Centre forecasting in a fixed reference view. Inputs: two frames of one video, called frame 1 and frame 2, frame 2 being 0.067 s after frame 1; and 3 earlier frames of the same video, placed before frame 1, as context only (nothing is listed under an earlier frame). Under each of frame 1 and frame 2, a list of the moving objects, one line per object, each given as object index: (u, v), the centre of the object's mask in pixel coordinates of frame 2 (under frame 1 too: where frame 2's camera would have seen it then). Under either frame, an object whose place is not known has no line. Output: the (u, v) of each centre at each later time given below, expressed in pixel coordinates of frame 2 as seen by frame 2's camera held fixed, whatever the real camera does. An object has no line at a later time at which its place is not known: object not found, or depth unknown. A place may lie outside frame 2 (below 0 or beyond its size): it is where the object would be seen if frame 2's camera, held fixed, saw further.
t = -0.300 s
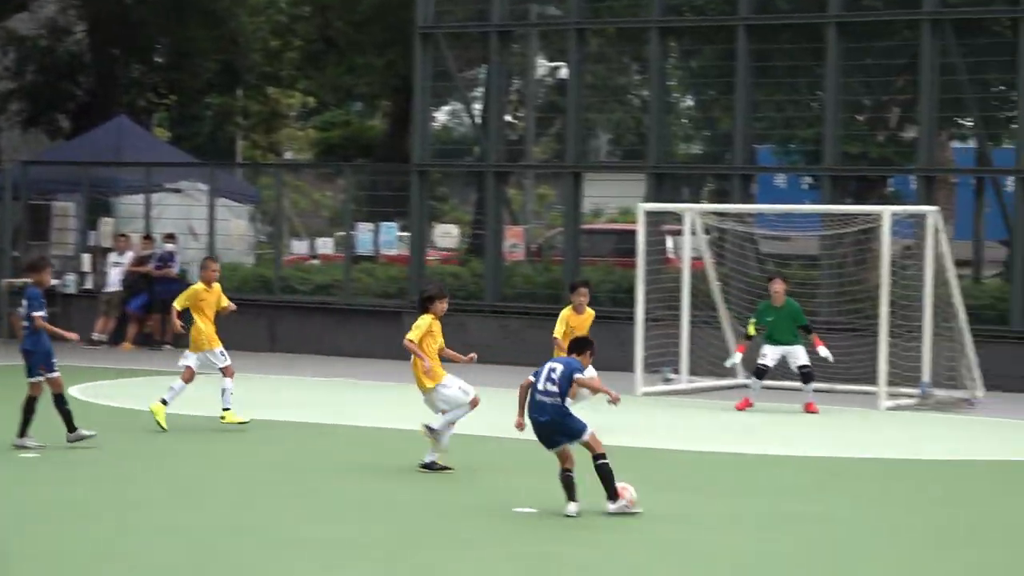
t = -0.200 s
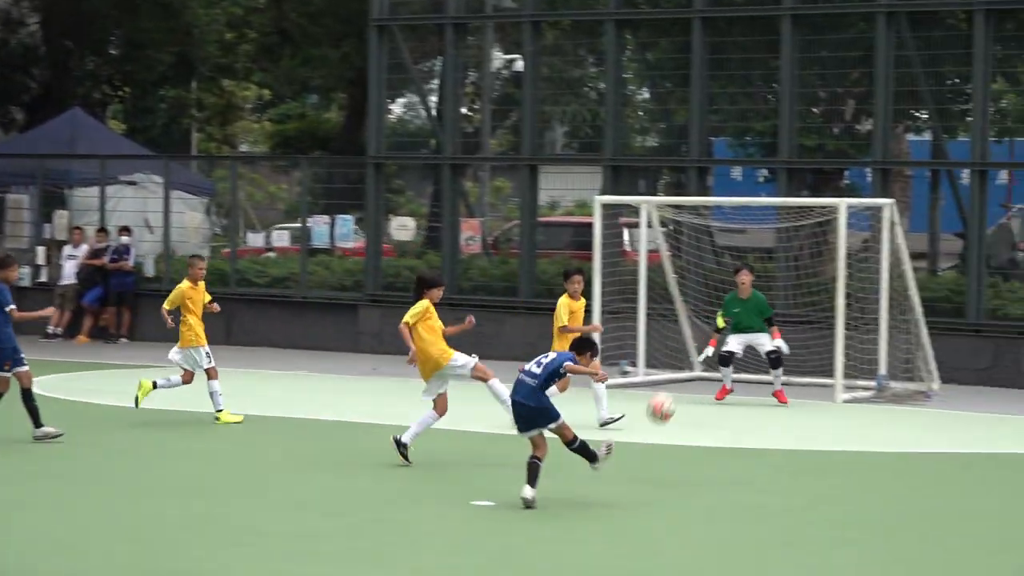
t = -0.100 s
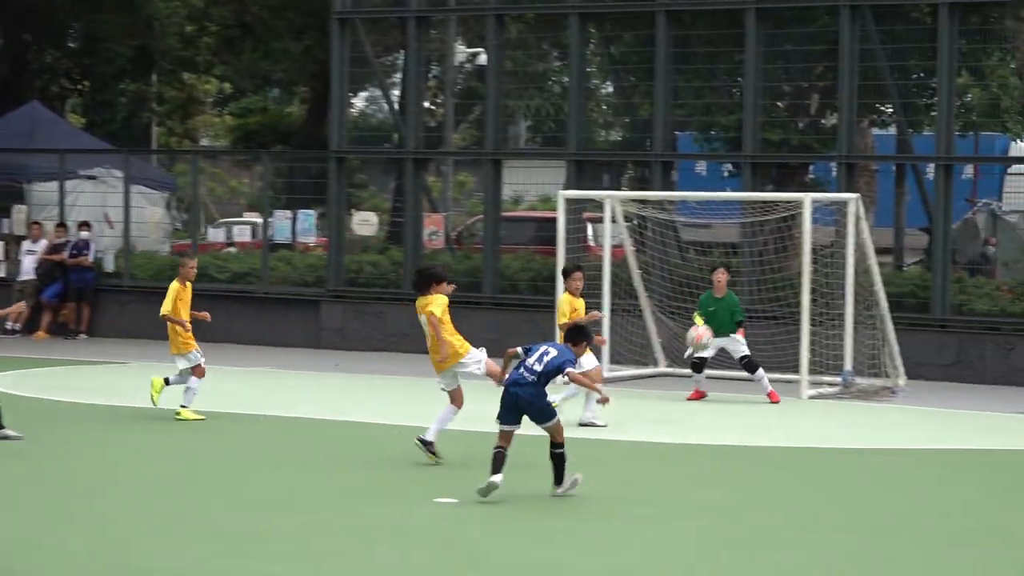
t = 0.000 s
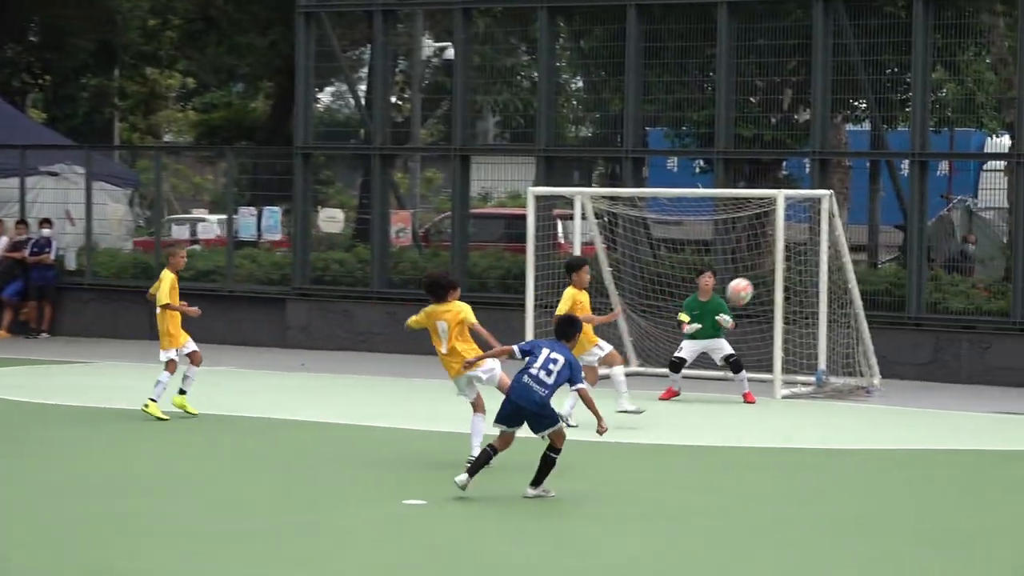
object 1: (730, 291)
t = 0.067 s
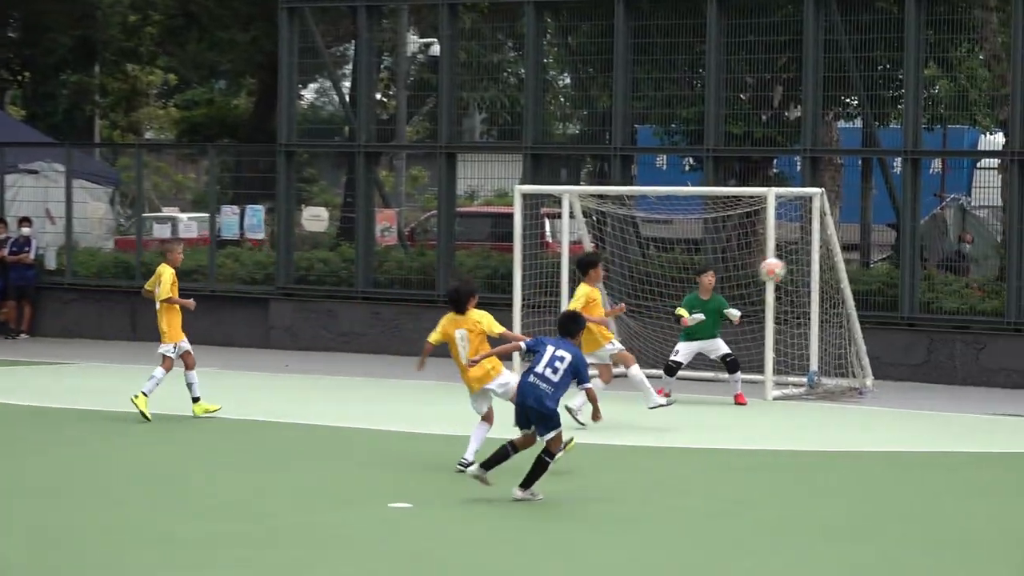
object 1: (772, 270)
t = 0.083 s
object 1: (783, 267)
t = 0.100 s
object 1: (791, 263)
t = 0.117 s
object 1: (800, 260)
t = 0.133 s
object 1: (811, 257)
